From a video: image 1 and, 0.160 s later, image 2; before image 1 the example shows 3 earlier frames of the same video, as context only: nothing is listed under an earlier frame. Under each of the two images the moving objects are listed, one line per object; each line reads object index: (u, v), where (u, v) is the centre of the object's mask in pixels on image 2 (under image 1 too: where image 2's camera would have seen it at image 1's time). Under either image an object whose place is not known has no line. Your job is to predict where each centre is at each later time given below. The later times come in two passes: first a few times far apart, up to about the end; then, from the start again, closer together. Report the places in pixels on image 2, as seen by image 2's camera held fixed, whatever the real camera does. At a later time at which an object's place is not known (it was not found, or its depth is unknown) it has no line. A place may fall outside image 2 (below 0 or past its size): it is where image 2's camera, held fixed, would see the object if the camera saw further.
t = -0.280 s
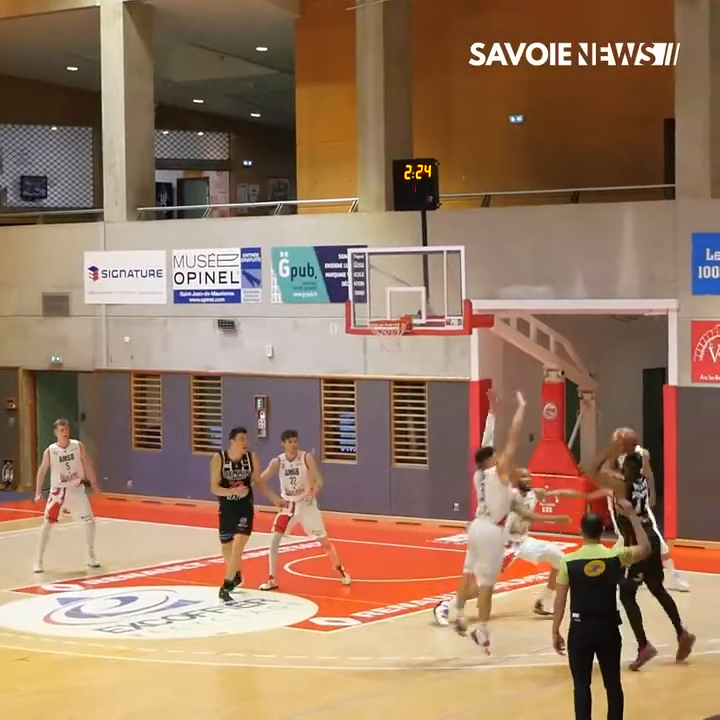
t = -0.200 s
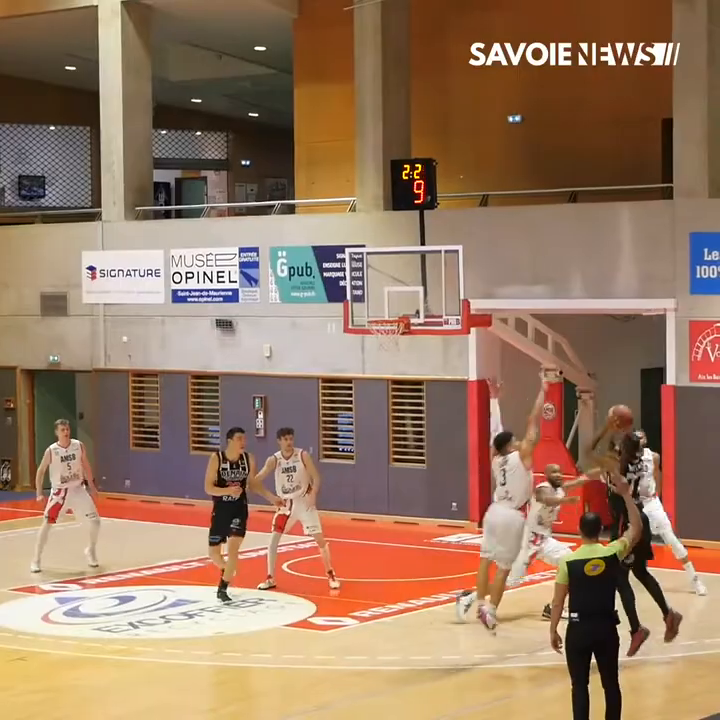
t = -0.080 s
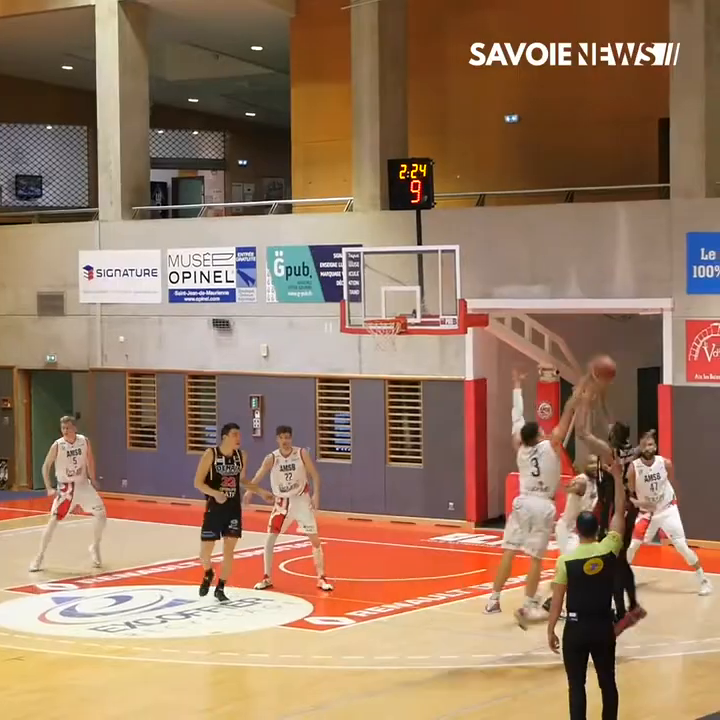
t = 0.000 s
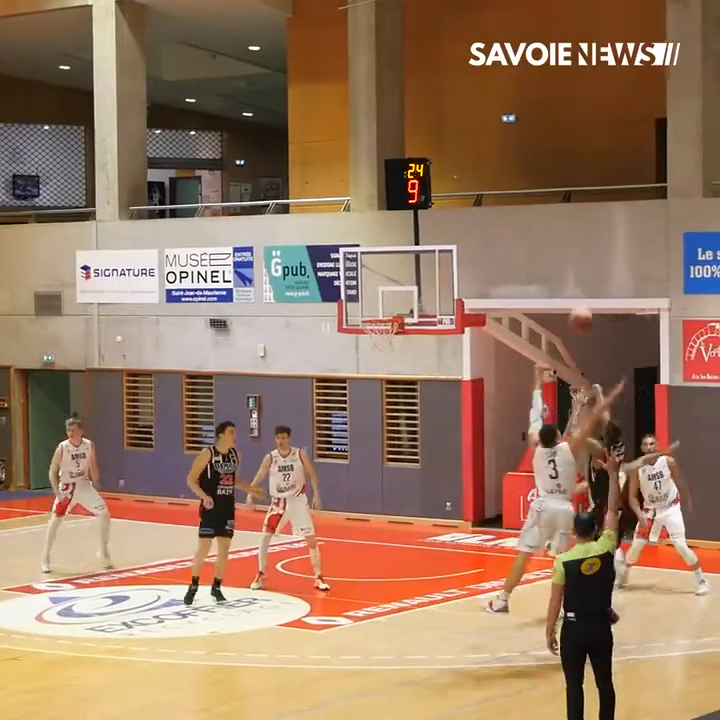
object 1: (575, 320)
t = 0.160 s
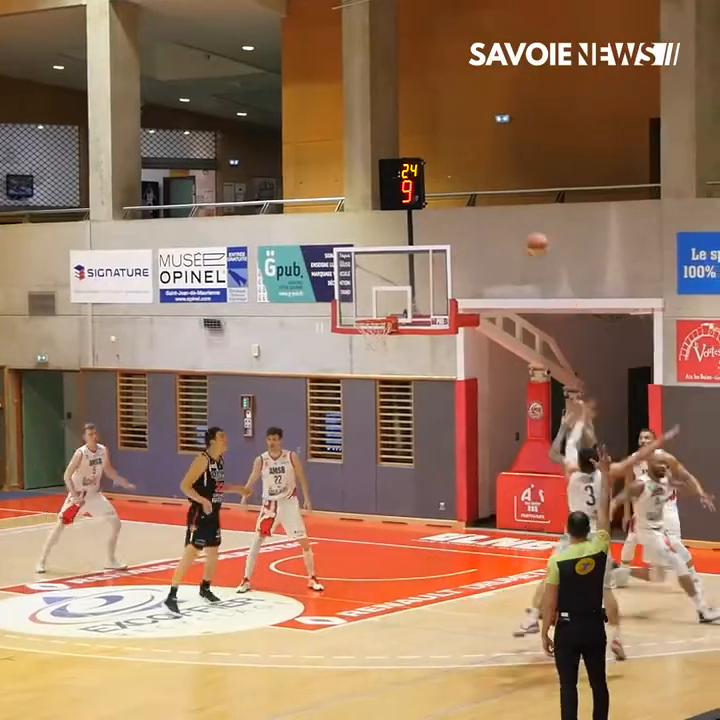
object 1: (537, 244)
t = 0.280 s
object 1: (511, 209)
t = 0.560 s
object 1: (457, 181)
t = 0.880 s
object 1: (407, 232)
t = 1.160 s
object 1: (368, 305)
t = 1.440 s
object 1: (336, 263)
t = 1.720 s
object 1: (306, 284)
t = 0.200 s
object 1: (528, 230)
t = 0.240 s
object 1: (520, 219)
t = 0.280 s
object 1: (511, 209)
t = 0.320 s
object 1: (503, 201)
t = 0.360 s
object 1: (496, 193)
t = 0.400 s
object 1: (487, 188)
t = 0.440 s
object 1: (478, 183)
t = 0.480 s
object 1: (471, 181)
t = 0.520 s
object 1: (464, 181)
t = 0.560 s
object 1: (457, 181)
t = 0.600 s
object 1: (451, 185)
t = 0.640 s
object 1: (443, 189)
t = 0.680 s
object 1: (437, 189)
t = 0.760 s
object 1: (424, 204)
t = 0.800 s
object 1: (417, 213)
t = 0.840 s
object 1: (412, 222)
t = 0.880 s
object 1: (407, 232)
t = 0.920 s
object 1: (400, 244)
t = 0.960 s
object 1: (394, 257)
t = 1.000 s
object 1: (388, 271)
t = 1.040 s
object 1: (383, 287)
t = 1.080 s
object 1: (377, 302)
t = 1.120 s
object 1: (372, 313)
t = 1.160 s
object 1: (368, 305)
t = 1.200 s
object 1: (364, 295)
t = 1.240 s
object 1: (359, 286)
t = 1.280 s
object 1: (354, 279)
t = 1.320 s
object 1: (350, 273)
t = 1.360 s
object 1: (346, 269)
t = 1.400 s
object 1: (339, 265)
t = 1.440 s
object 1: (336, 263)
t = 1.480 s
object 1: (331, 262)
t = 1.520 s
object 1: (327, 262)
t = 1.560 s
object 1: (323, 264)
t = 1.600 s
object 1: (319, 267)
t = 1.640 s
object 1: (315, 271)
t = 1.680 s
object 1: (310, 277)
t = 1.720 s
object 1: (306, 284)
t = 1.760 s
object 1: (301, 293)
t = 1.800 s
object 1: (296, 303)
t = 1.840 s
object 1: (292, 314)
